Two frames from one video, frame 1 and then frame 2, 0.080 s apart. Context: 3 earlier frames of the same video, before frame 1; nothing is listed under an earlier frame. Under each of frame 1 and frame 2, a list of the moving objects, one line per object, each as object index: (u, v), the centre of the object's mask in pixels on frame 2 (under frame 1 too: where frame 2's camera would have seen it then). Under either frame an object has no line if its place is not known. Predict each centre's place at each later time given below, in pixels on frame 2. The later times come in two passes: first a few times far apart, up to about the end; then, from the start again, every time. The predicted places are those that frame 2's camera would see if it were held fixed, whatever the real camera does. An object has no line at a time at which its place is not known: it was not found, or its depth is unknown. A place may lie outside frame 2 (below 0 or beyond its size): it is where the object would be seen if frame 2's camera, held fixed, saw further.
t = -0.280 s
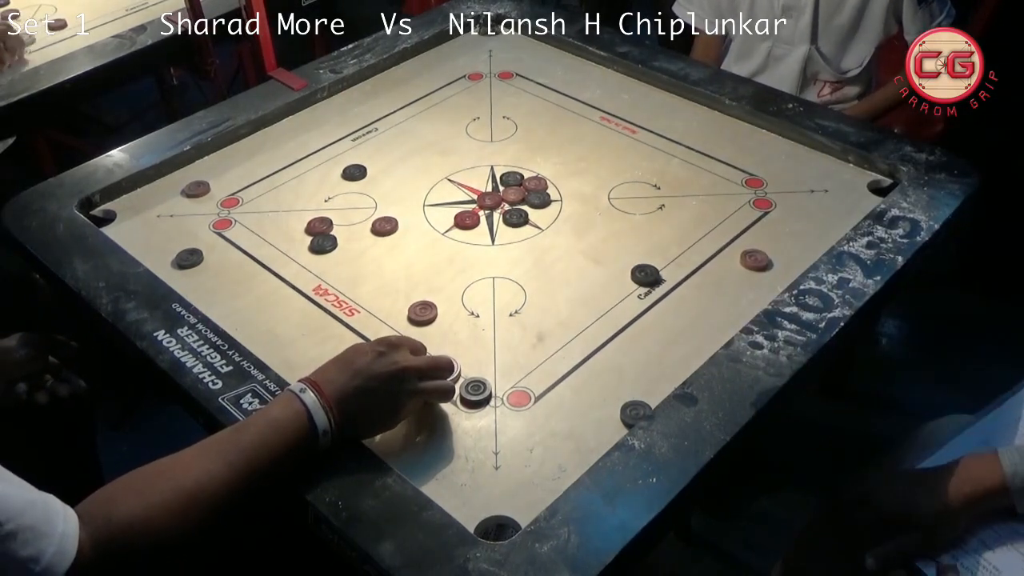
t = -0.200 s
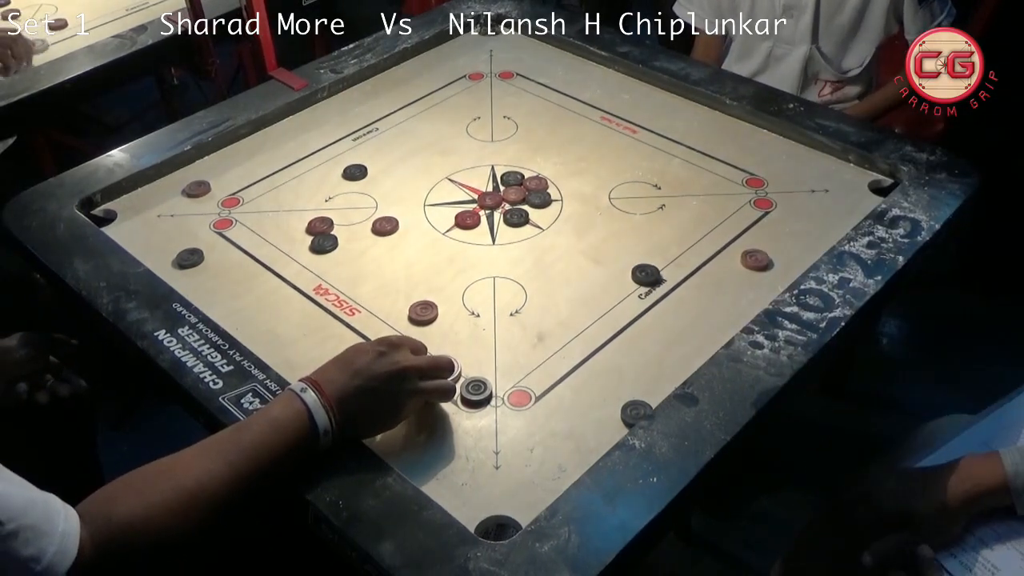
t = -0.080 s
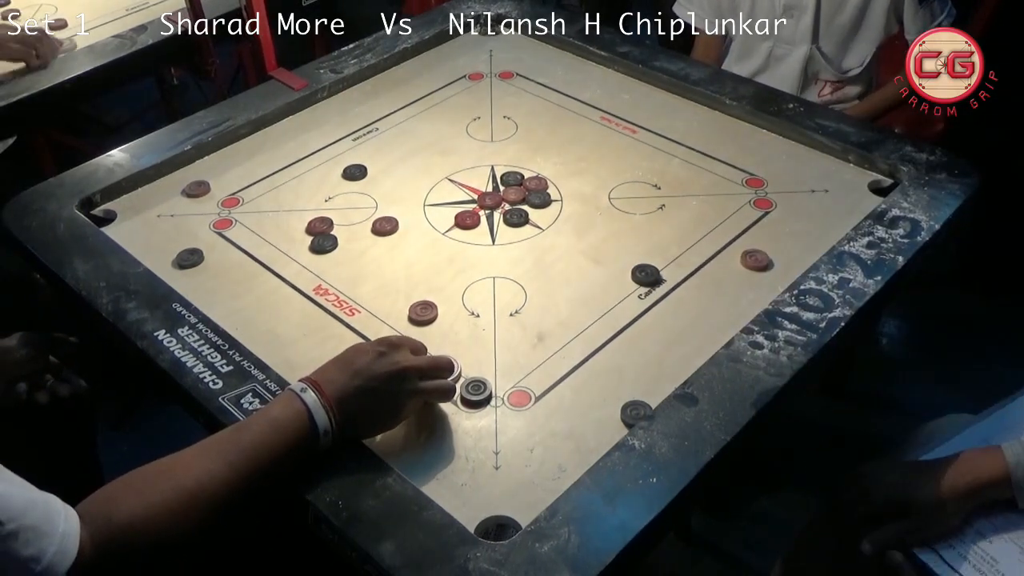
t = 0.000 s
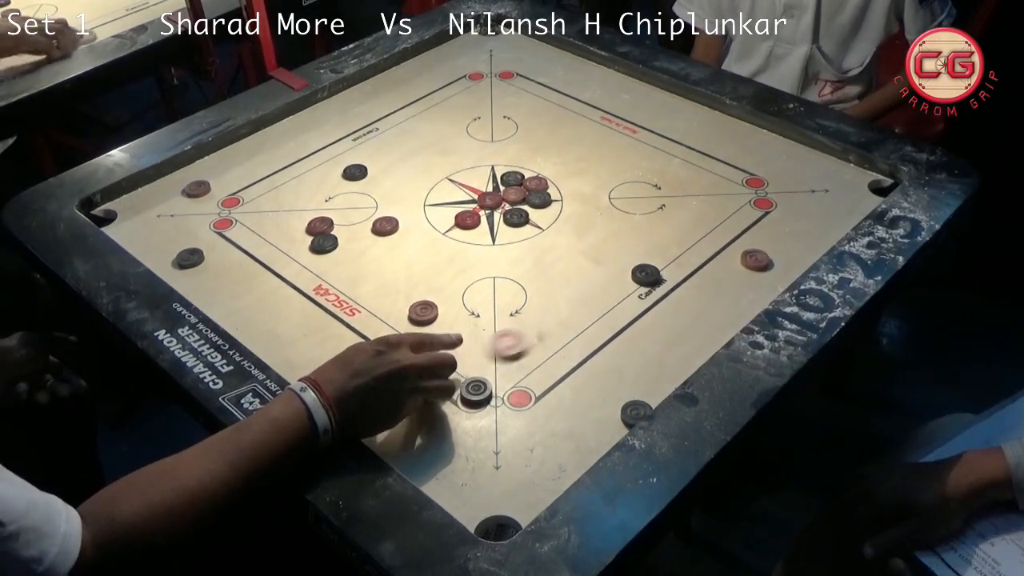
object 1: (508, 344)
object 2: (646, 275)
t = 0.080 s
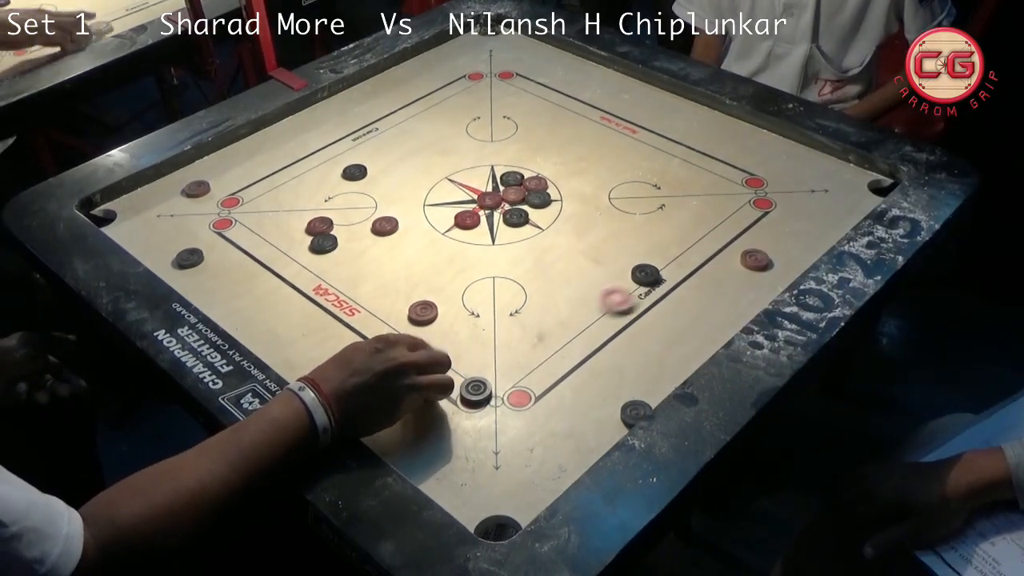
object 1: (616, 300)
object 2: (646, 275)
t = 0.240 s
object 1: (753, 277)
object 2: (746, 170)
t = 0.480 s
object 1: (765, 245)
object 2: (699, 208)
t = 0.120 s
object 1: (657, 290)
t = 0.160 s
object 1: (694, 284)
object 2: (696, 222)
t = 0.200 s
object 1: (727, 279)
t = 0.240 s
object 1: (753, 277)
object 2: (746, 170)
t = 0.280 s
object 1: (774, 277)
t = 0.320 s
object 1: (781, 272)
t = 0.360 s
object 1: (777, 264)
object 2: (749, 163)
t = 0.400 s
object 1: (772, 258)
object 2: (730, 179)
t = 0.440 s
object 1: (768, 251)
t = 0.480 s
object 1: (765, 245)
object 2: (699, 208)
